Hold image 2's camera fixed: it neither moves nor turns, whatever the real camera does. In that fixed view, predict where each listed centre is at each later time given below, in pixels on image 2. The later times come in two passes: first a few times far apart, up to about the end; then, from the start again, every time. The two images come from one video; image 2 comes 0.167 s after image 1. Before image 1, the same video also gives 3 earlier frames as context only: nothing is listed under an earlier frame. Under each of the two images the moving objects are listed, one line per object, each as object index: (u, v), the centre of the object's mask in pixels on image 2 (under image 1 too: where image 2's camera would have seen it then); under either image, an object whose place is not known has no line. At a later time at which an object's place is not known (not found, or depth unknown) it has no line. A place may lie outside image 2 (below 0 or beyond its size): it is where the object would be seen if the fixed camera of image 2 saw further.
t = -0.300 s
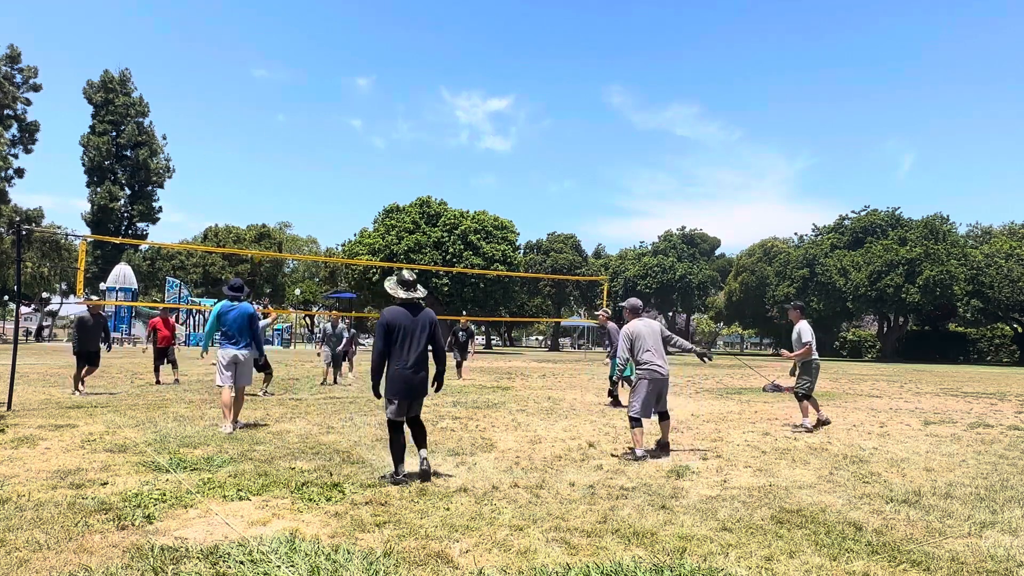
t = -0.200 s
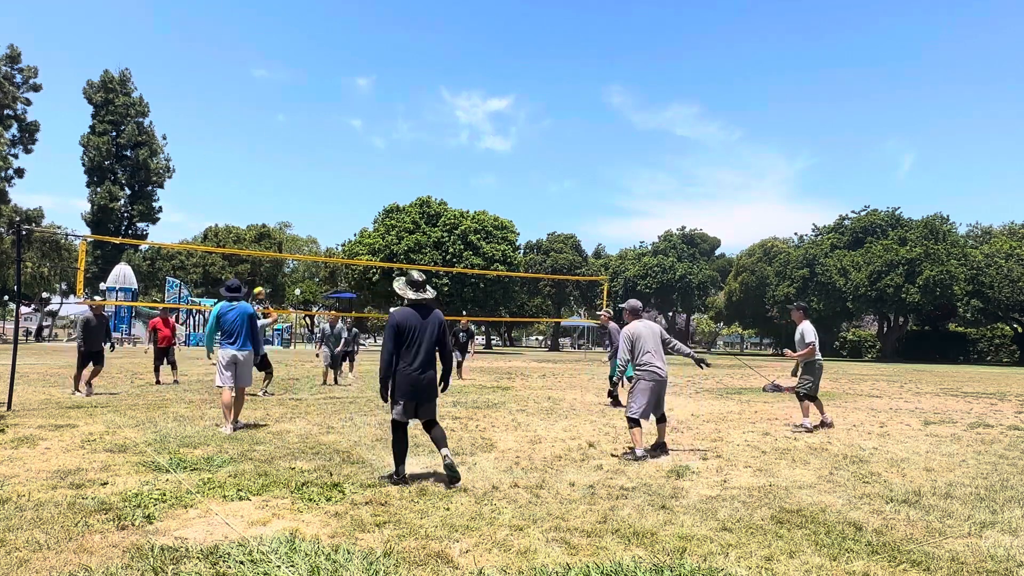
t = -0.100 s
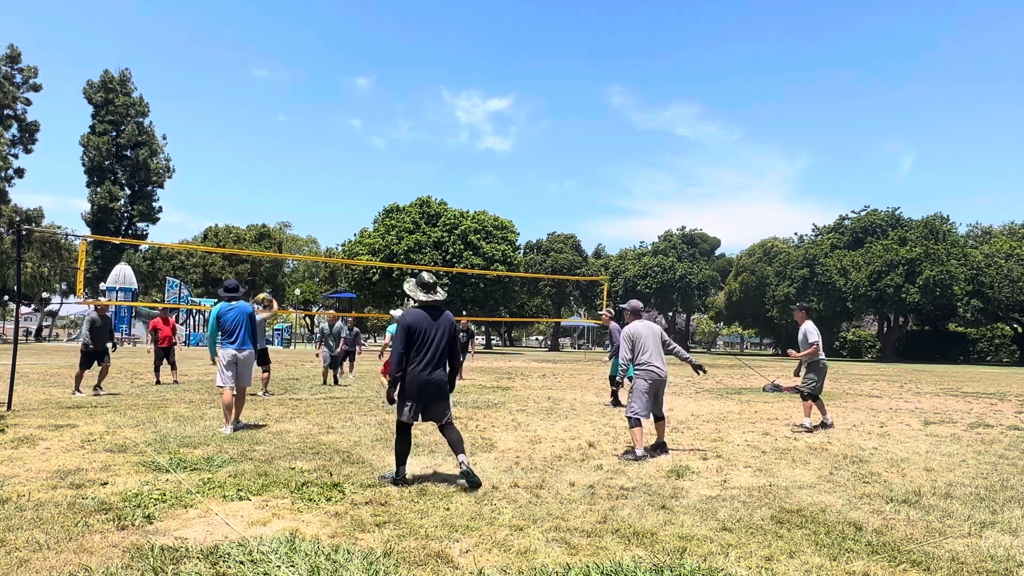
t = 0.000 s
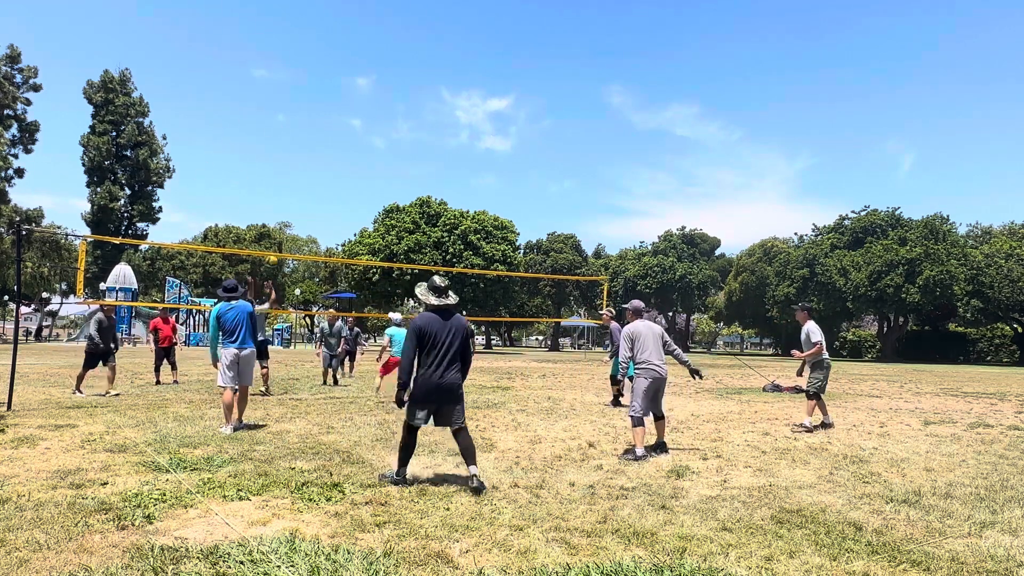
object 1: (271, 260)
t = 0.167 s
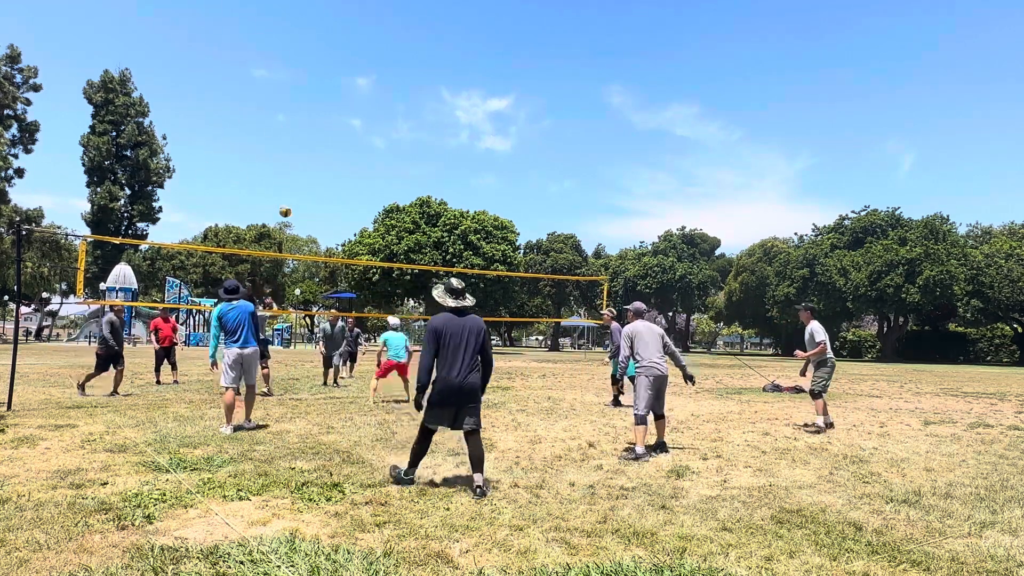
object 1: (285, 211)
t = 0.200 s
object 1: (287, 204)
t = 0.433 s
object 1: (303, 166)
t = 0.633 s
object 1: (316, 157)
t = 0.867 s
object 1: (329, 172)
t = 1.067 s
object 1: (339, 206)
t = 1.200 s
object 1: (346, 239)
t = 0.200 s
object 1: (287, 204)
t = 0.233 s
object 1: (290, 197)
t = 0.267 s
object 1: (292, 190)
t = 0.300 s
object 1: (295, 184)
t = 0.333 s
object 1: (297, 178)
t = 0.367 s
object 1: (299, 174)
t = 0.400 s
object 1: (301, 170)
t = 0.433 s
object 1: (303, 166)
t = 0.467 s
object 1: (306, 163)
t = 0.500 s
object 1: (308, 161)
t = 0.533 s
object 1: (310, 159)
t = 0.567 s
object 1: (312, 158)
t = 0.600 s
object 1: (314, 157)
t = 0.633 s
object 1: (316, 157)
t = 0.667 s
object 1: (318, 157)
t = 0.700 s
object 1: (320, 158)
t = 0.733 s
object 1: (322, 160)
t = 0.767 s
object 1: (324, 162)
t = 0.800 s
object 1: (325, 165)
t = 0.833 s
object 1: (327, 168)
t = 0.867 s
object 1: (329, 172)
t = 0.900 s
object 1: (331, 176)
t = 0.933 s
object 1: (333, 181)
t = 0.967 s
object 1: (334, 186)
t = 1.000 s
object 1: (336, 193)
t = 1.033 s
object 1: (337, 199)
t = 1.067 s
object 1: (339, 206)
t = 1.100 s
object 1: (341, 214)
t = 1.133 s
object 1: (342, 221)
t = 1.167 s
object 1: (344, 230)
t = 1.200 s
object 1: (346, 239)
